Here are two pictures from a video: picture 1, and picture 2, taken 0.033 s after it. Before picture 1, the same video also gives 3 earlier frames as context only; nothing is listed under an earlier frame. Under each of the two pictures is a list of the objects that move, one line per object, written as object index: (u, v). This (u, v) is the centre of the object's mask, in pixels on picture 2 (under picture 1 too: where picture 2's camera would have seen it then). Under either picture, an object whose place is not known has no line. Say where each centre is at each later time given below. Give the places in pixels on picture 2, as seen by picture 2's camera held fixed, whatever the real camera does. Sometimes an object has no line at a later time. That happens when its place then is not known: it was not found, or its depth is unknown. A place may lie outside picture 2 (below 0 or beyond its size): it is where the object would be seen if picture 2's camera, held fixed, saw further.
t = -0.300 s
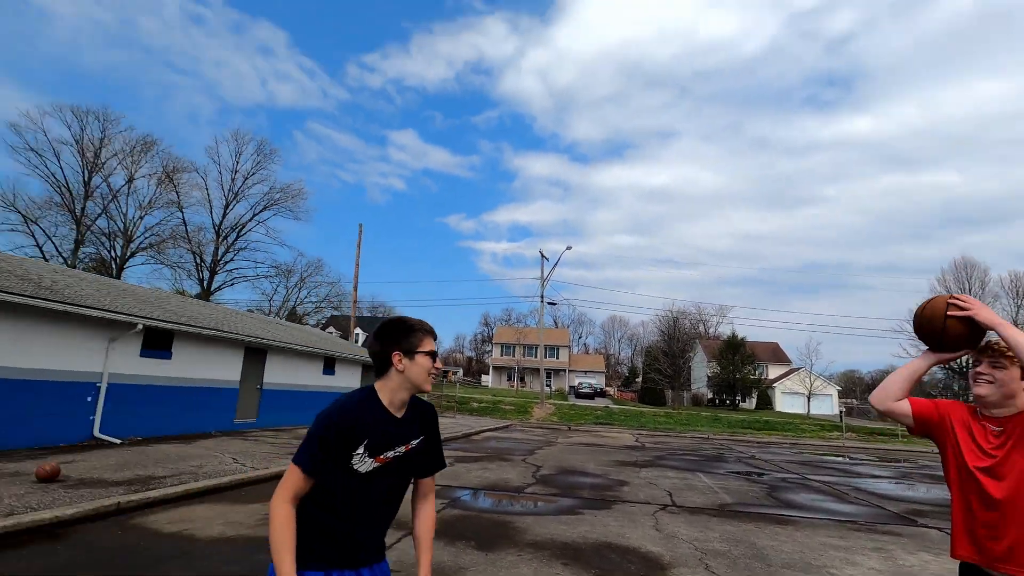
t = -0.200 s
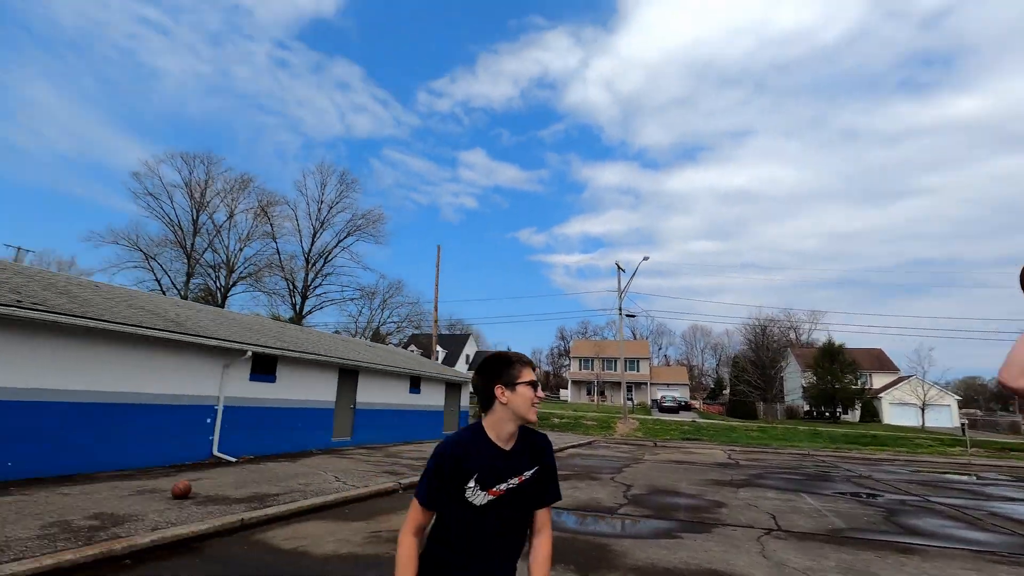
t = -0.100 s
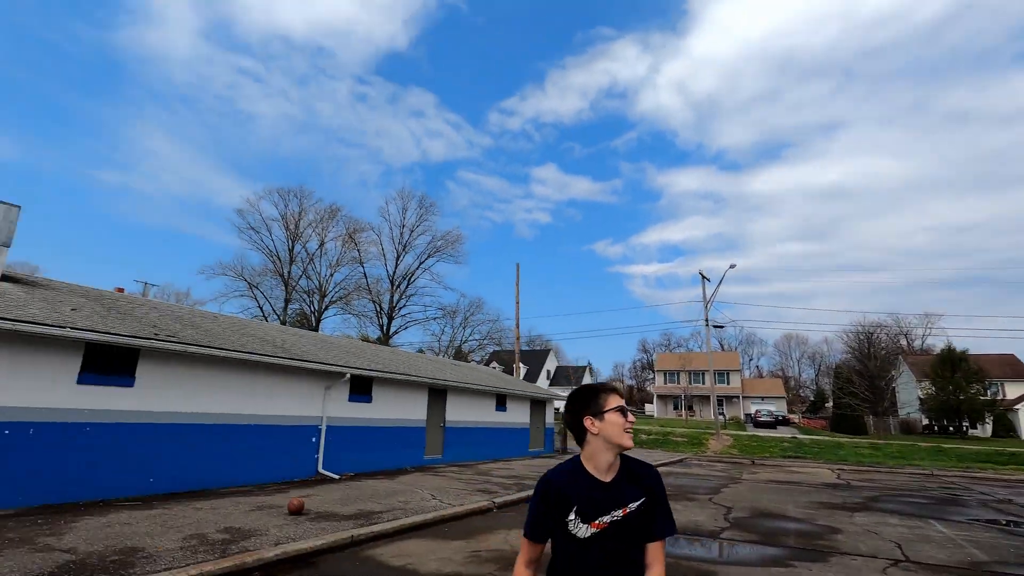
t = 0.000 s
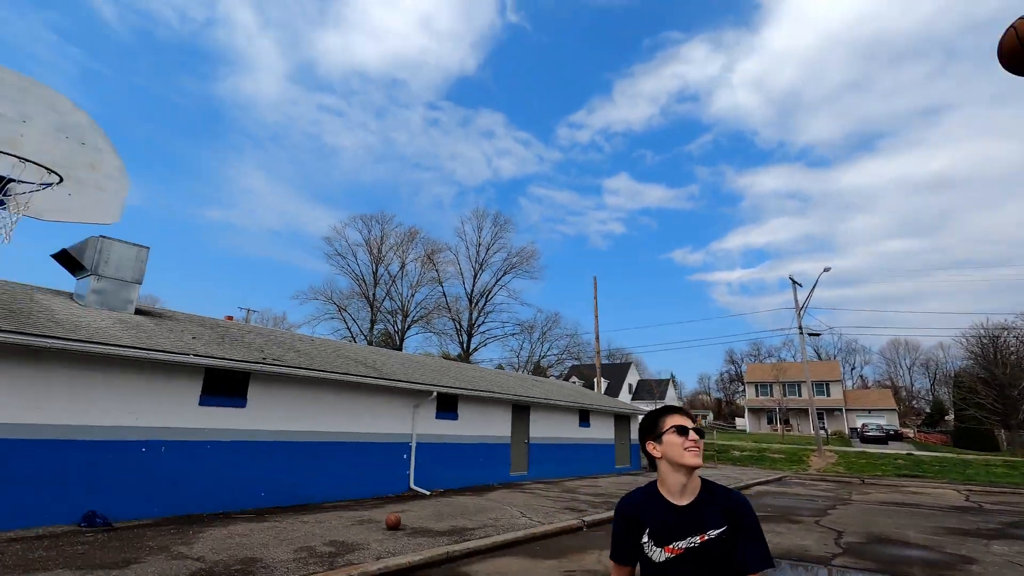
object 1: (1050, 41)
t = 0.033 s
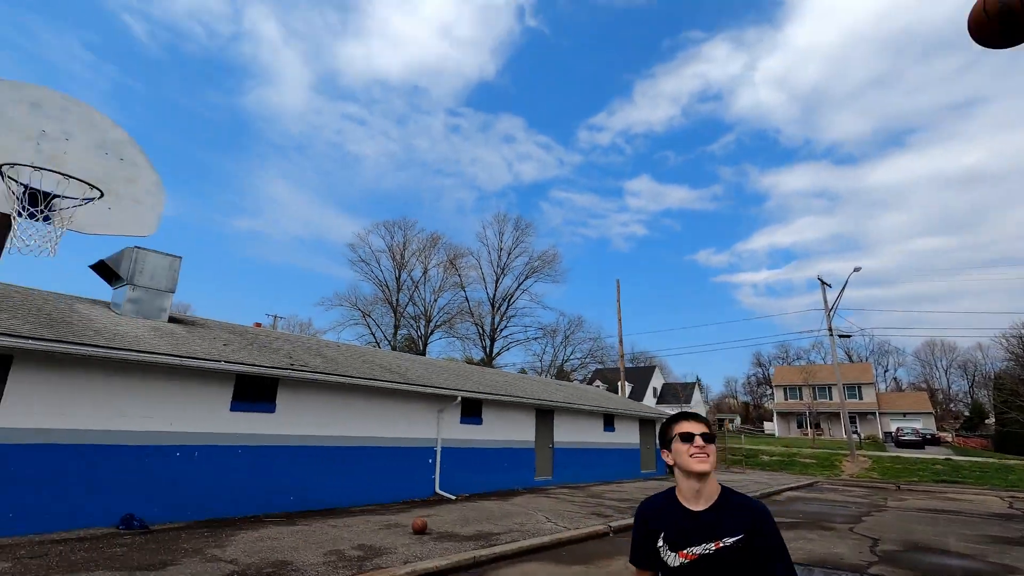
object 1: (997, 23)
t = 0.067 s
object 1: (939, 15)
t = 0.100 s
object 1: (878, 10)
